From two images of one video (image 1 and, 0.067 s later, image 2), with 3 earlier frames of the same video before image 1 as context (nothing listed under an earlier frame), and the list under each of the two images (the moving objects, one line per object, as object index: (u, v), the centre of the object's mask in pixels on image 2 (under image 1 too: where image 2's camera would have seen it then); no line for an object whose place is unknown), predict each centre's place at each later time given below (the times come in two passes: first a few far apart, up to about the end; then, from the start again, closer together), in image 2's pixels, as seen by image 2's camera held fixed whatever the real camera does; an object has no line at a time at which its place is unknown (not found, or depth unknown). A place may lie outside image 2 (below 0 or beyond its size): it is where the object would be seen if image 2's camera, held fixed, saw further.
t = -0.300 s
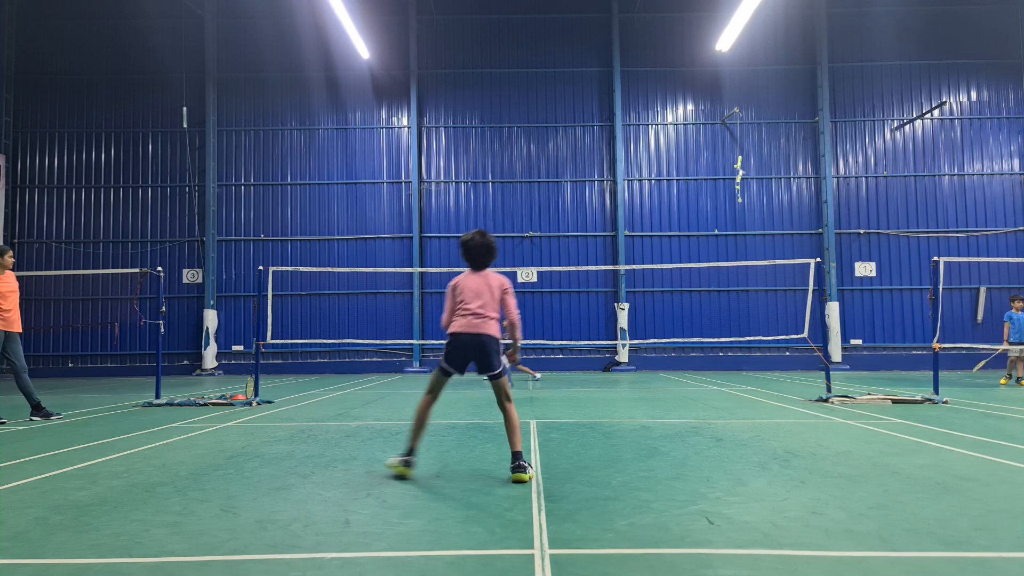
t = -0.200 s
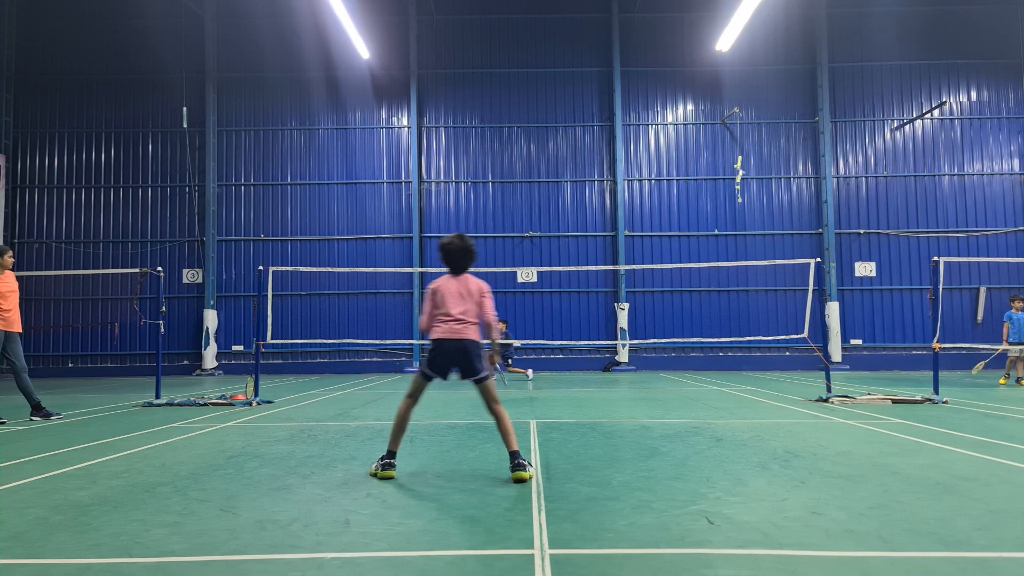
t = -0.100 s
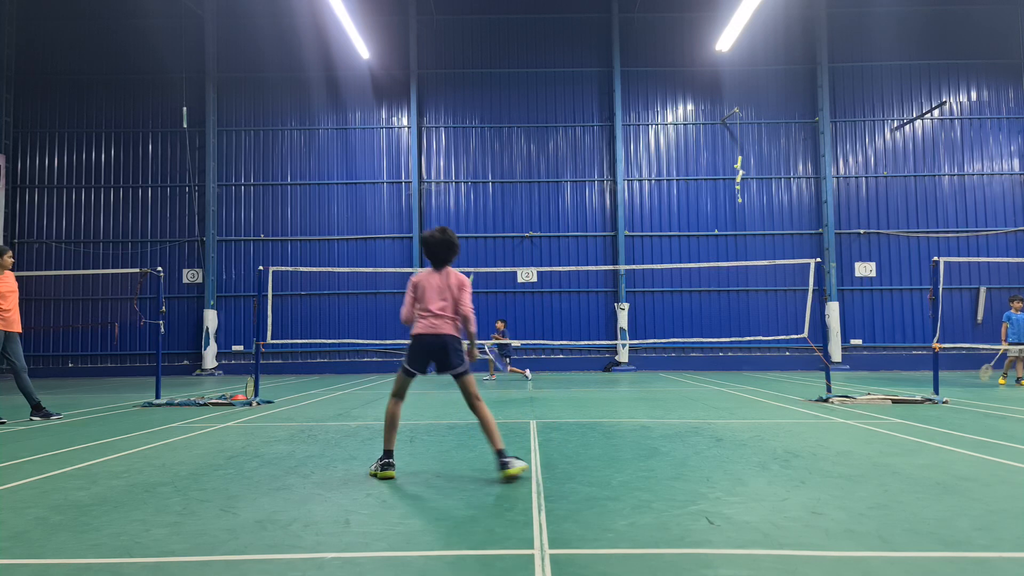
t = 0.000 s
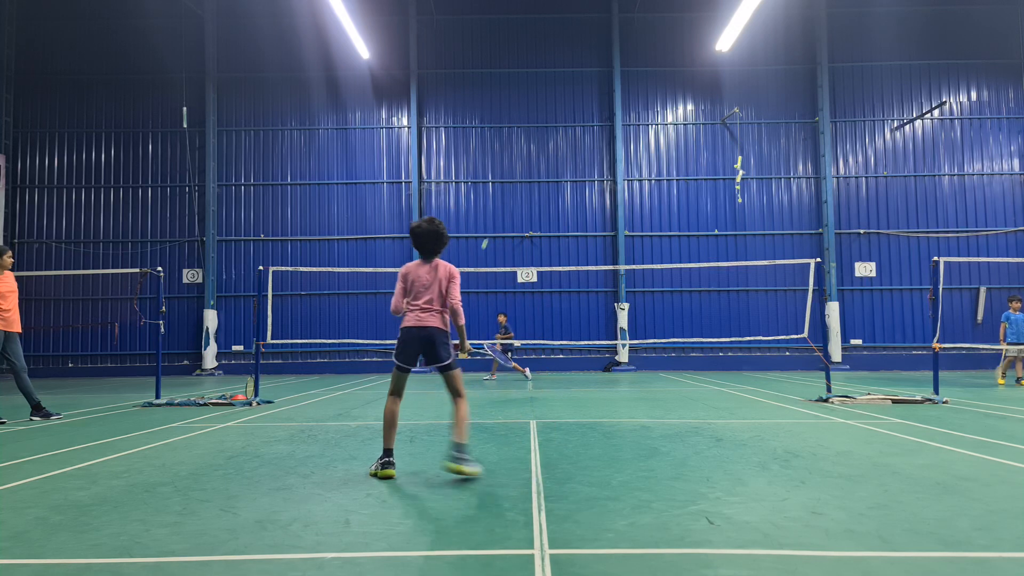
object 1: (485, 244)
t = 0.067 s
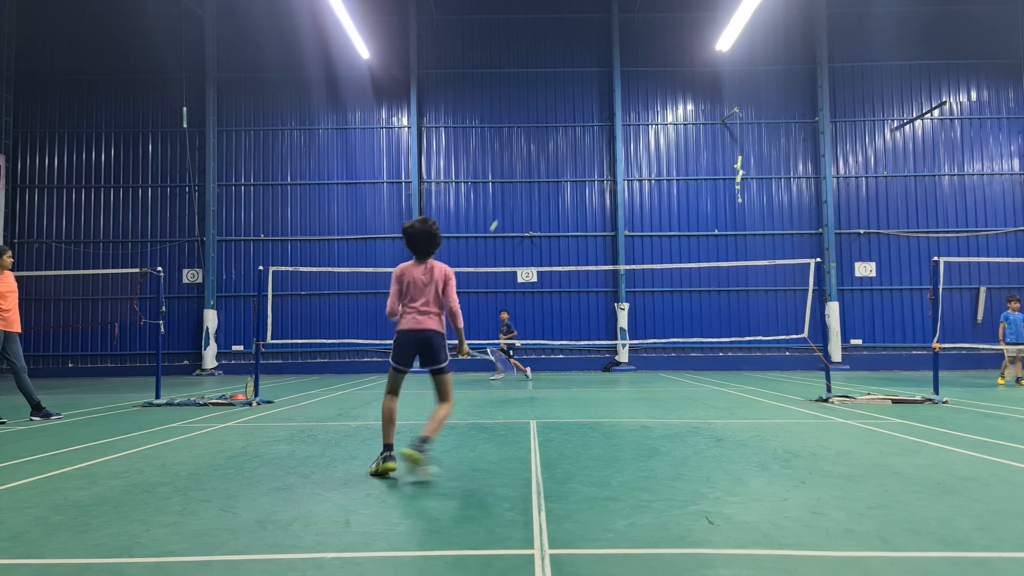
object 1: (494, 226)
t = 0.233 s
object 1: (517, 193)
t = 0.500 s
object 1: (551, 185)
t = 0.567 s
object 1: (559, 193)
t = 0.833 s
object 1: (591, 263)
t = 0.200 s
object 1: (513, 197)
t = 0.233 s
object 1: (517, 193)
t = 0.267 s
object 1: (521, 189)
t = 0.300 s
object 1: (525, 186)
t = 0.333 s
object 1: (530, 183)
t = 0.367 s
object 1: (534, 182)
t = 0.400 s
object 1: (538, 182)
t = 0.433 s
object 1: (542, 182)
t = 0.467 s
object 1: (547, 183)
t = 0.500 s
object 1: (551, 185)
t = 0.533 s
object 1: (555, 189)
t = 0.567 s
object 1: (559, 193)
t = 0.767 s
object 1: (584, 240)
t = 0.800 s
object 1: (588, 251)
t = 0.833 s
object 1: (591, 263)
